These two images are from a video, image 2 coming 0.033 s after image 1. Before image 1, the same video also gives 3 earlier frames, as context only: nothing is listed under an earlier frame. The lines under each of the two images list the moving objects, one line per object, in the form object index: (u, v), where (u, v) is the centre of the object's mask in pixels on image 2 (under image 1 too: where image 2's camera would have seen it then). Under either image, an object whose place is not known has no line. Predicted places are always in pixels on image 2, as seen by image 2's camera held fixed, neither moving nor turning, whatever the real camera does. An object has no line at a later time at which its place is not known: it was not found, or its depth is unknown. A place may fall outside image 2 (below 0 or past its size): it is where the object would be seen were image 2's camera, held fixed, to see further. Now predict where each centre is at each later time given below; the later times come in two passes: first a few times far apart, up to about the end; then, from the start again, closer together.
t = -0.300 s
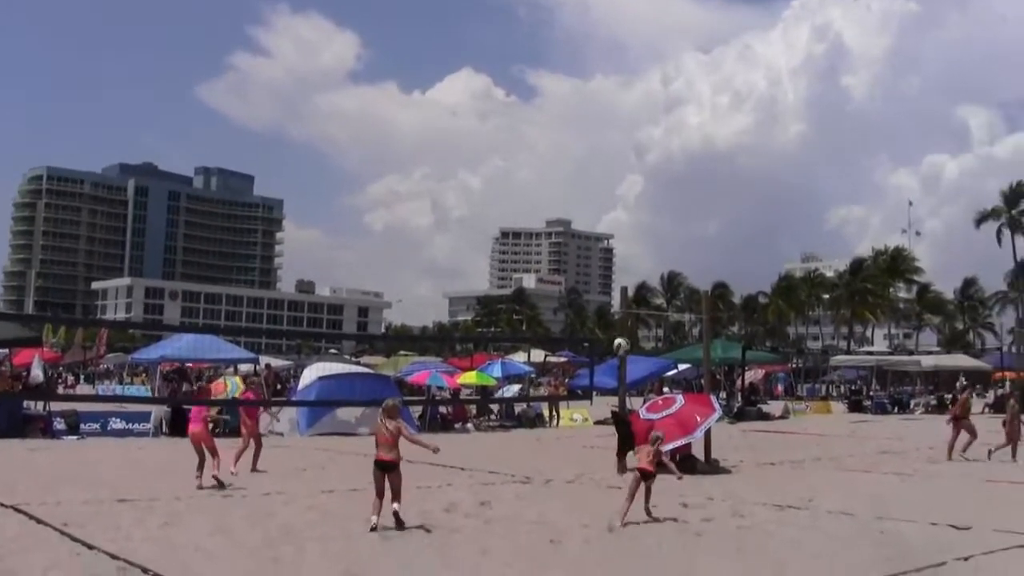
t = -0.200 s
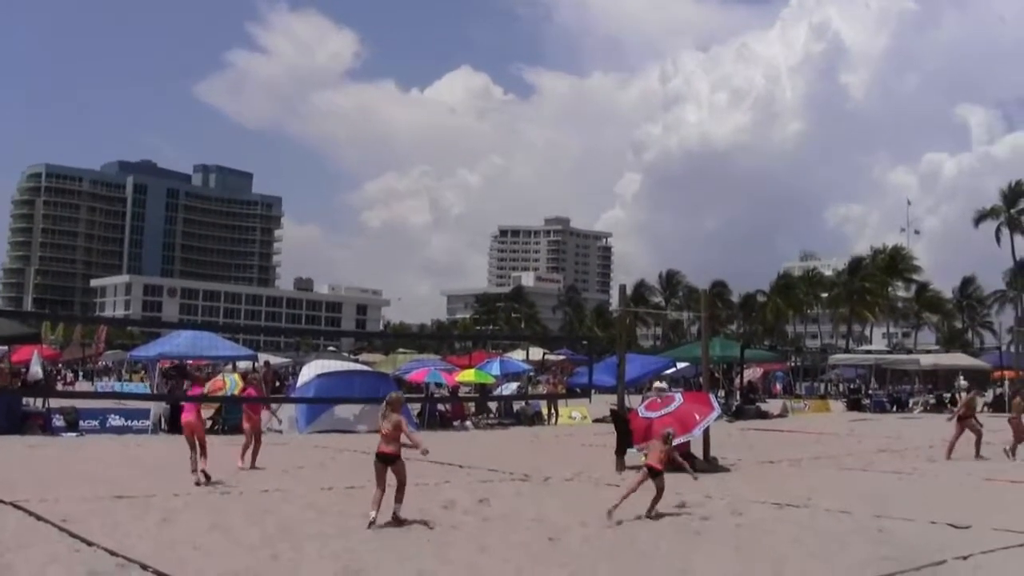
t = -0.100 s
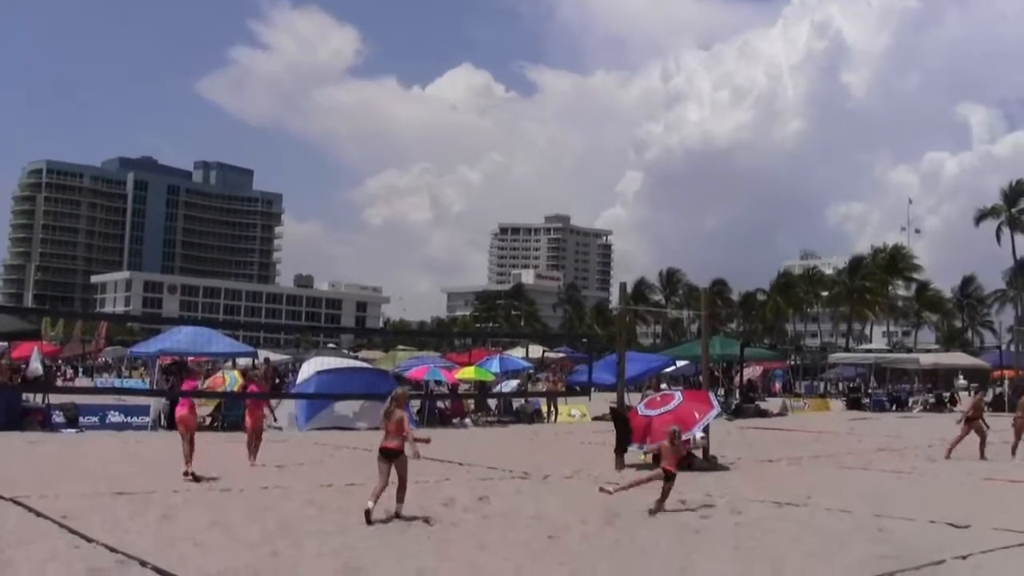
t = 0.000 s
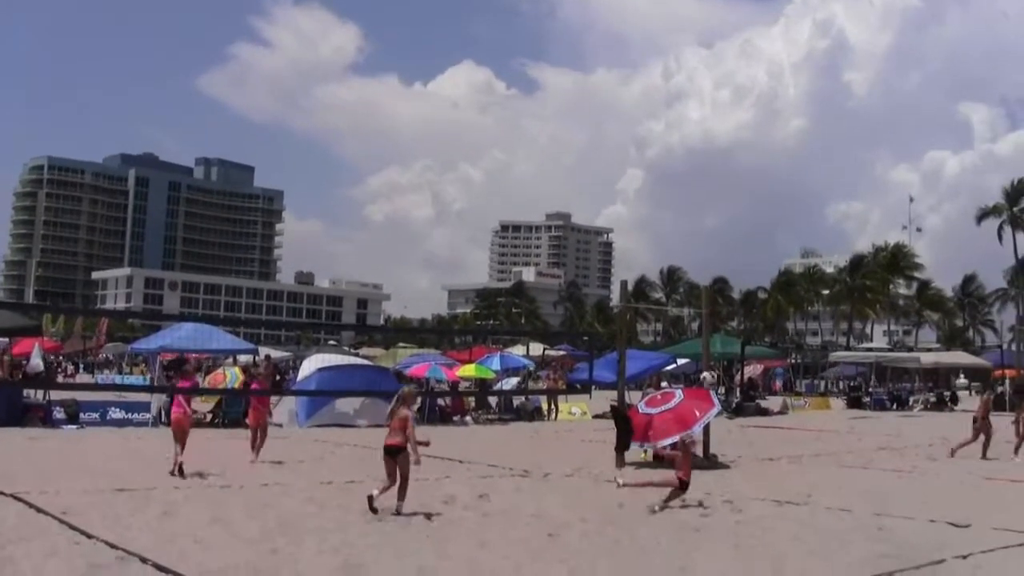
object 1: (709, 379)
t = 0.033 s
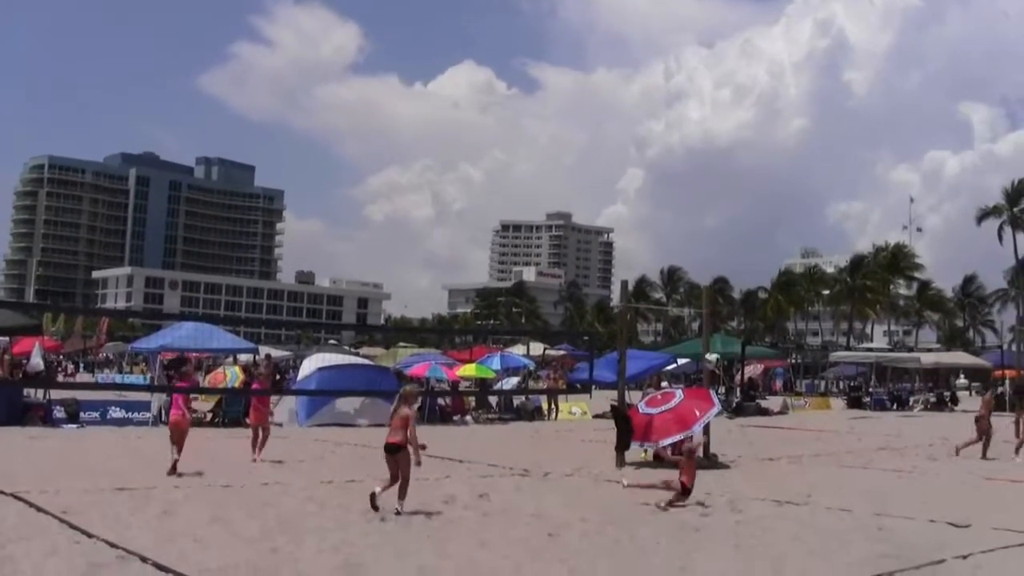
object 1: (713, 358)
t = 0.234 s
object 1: (731, 272)
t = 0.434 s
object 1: (750, 219)
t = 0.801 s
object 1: (774, 199)
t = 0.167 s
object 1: (723, 297)
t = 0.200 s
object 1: (727, 284)
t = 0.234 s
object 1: (731, 272)
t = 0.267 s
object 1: (734, 260)
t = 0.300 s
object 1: (737, 250)
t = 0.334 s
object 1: (740, 242)
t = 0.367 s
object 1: (743, 234)
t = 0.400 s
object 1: (747, 226)
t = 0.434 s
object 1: (750, 219)
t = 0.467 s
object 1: (752, 215)
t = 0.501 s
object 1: (755, 210)
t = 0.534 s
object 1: (759, 205)
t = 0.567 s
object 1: (761, 202)
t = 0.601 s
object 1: (765, 199)
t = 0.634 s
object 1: (766, 197)
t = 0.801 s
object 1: (774, 199)
